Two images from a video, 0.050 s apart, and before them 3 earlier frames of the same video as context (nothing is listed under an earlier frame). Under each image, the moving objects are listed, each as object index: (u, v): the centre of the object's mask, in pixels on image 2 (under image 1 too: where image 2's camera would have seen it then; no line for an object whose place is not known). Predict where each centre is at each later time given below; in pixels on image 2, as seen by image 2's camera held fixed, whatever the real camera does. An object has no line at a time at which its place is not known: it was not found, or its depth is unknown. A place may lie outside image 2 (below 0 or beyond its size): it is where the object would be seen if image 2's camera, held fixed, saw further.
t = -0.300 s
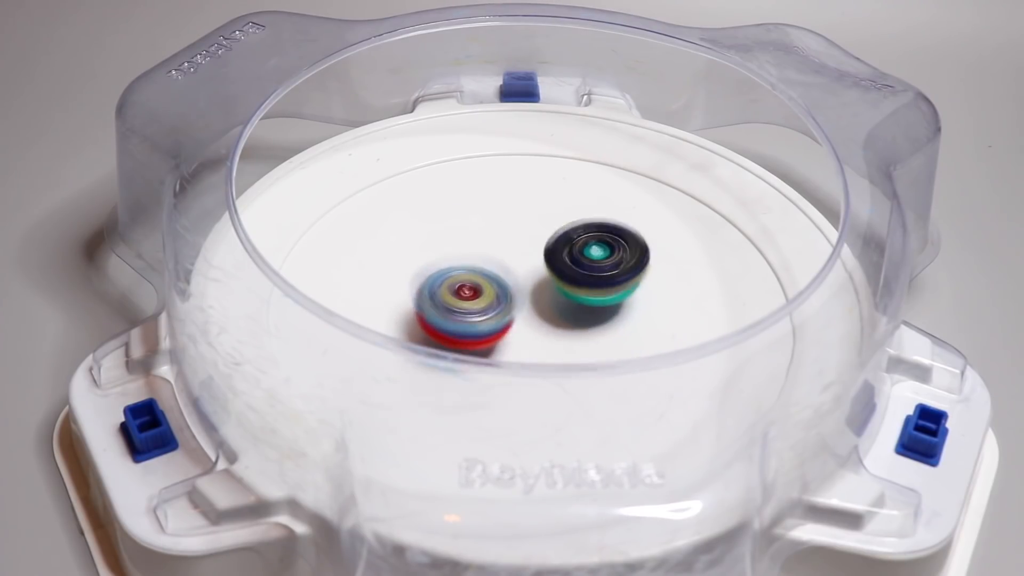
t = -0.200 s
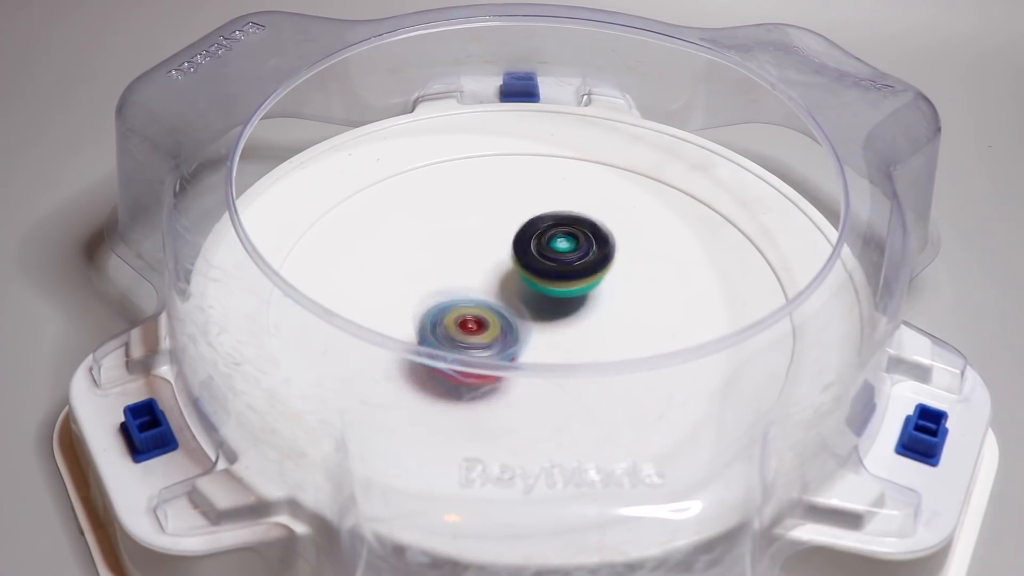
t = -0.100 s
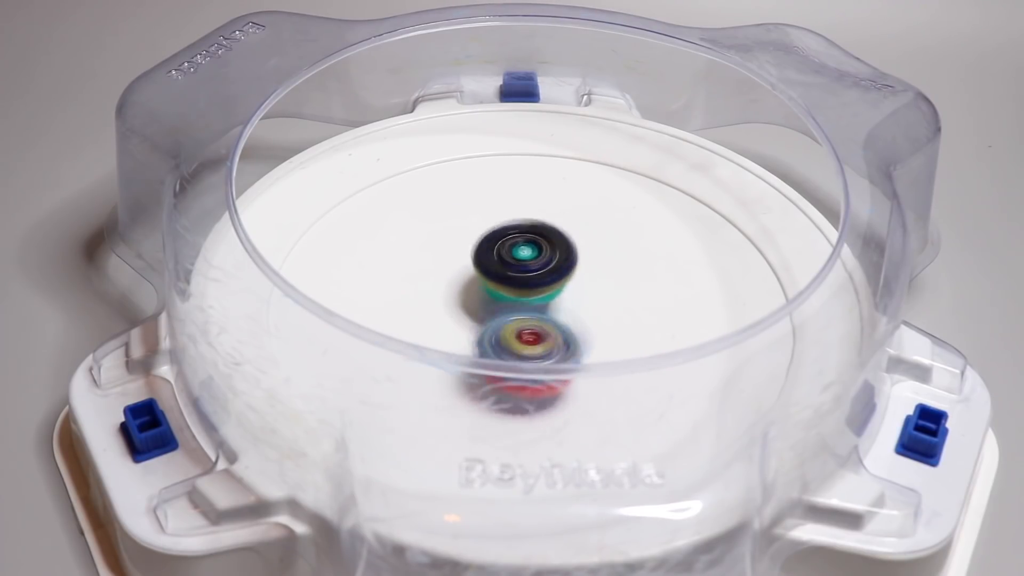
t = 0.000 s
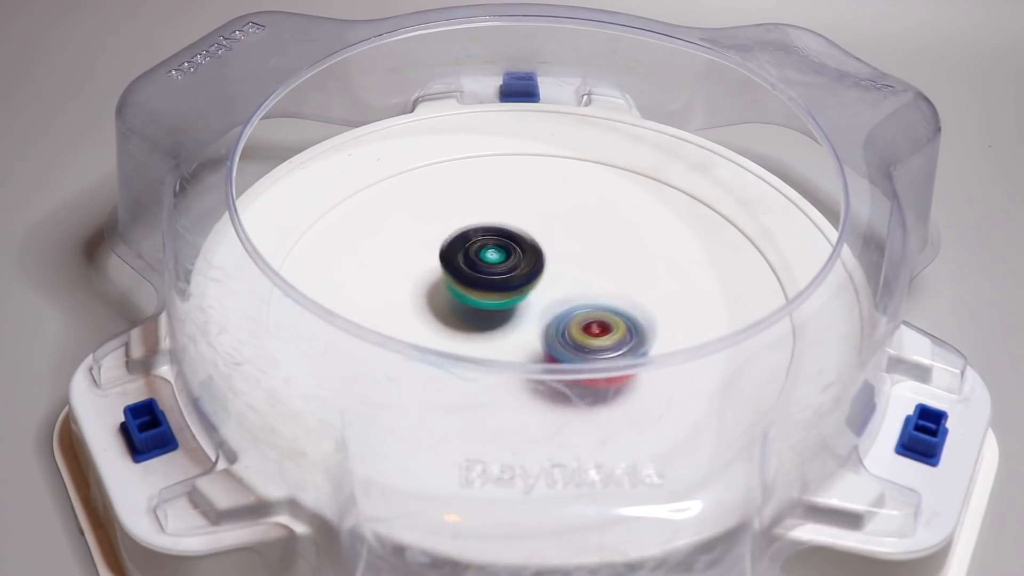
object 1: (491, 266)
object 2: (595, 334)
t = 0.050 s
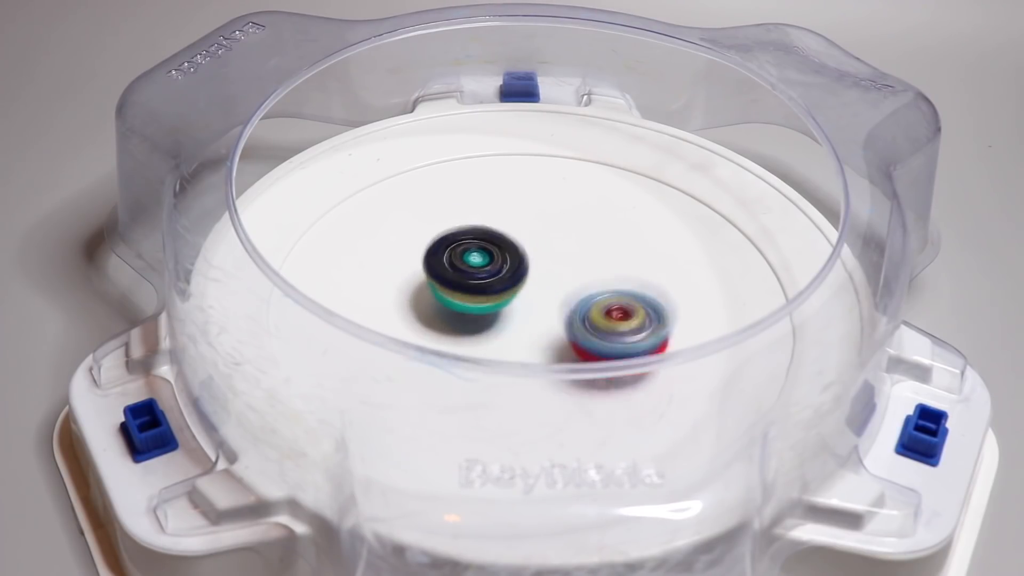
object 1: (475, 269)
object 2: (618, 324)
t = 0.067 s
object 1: (469, 272)
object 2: (622, 321)
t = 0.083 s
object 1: (466, 274)
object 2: (625, 316)
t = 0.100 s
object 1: (462, 277)
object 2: (626, 307)
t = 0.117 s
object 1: (460, 280)
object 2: (624, 300)
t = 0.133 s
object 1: (458, 284)
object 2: (620, 291)
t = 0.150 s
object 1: (456, 288)
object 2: (615, 284)
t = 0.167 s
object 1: (456, 292)
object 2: (606, 277)
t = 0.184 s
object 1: (456, 296)
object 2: (597, 271)
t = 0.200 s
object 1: (459, 299)
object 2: (586, 267)
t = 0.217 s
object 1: (462, 303)
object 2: (576, 263)
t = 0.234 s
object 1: (465, 307)
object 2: (562, 259)
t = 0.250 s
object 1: (470, 311)
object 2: (548, 256)
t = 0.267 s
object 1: (474, 313)
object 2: (537, 254)
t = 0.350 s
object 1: (497, 327)
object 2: (482, 248)
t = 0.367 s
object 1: (501, 328)
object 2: (473, 247)
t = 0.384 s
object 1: (506, 330)
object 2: (464, 249)
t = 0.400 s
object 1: (512, 331)
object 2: (456, 251)
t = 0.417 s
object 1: (519, 332)
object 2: (448, 253)
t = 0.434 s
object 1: (526, 333)
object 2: (440, 256)
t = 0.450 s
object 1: (534, 334)
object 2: (434, 262)
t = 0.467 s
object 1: (540, 335)
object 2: (430, 269)
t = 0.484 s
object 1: (547, 334)
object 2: (428, 276)
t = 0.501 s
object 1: (553, 333)
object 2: (427, 283)
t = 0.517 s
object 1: (560, 333)
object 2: (429, 292)
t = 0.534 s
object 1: (566, 332)
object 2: (433, 300)
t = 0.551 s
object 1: (572, 331)
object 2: (439, 306)
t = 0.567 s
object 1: (579, 329)
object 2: (448, 312)
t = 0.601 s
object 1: (588, 326)
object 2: (470, 322)
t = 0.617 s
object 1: (599, 323)
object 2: (476, 324)
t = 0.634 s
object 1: (611, 321)
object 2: (479, 324)
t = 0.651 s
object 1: (622, 319)
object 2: (484, 324)
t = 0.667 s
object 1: (633, 317)
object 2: (487, 325)
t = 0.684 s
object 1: (642, 314)
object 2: (492, 324)
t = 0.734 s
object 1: (660, 307)
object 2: (505, 320)
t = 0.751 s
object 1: (664, 304)
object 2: (510, 317)
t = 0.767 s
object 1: (667, 301)
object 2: (513, 313)
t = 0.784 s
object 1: (671, 297)
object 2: (516, 308)
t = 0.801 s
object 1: (673, 294)
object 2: (519, 303)
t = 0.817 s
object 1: (676, 290)
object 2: (520, 298)
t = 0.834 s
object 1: (678, 286)
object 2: (520, 293)
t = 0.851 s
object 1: (681, 283)
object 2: (520, 288)
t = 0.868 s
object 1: (682, 279)
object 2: (518, 283)
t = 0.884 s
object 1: (683, 275)
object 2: (515, 278)
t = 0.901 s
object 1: (683, 271)
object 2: (513, 274)
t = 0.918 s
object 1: (682, 266)
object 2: (510, 269)
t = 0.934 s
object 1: (681, 262)
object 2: (505, 265)
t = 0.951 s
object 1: (679, 258)
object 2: (502, 262)
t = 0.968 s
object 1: (677, 254)
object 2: (496, 259)
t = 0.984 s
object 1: (673, 251)
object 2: (491, 257)
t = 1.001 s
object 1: (669, 247)
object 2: (487, 256)
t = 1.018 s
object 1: (663, 245)
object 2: (481, 255)
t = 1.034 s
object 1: (657, 243)
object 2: (476, 256)
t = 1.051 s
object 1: (651, 241)
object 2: (472, 257)
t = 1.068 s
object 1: (644, 240)
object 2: (468, 257)
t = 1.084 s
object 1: (637, 239)
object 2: (464, 261)
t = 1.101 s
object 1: (629, 238)
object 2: (462, 264)
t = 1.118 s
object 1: (622, 238)
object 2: (460, 267)
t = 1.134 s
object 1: (614, 238)
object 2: (460, 271)
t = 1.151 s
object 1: (607, 239)
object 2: (460, 275)
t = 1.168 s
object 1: (600, 240)
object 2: (461, 279)
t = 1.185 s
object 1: (593, 240)
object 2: (464, 284)
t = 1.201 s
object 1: (585, 242)
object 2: (469, 288)
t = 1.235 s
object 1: (571, 244)
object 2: (482, 295)
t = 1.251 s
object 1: (567, 244)
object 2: (485, 299)
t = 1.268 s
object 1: (568, 243)
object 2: (481, 307)
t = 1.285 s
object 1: (569, 242)
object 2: (476, 314)
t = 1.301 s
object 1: (569, 241)
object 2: (475, 318)
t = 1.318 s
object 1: (569, 241)
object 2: (475, 321)
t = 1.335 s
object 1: (566, 241)
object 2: (476, 326)
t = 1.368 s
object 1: (559, 241)
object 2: (483, 334)
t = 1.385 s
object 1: (554, 242)
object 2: (488, 350)
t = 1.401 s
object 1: (549, 242)
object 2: (494, 357)
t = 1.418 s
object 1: (544, 244)
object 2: (504, 361)
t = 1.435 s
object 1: (538, 245)
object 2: (512, 362)
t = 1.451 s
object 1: (533, 248)
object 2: (523, 363)
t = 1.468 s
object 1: (528, 250)
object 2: (532, 380)
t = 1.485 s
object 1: (523, 253)
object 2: (546, 363)
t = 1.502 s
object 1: (519, 256)
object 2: (557, 363)
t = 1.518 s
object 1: (514, 259)
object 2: (570, 363)
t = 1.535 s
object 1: (512, 262)
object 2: (579, 360)
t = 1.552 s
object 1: (507, 266)
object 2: (588, 353)
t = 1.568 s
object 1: (505, 270)
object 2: (594, 337)
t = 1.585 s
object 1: (502, 274)
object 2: (600, 334)
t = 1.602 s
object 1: (501, 278)
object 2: (604, 329)
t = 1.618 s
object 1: (498, 282)
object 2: (605, 324)
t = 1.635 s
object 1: (496, 286)
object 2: (608, 318)
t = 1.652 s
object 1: (493, 289)
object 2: (609, 311)
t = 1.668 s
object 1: (491, 292)
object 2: (608, 304)
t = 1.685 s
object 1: (489, 295)
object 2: (606, 296)
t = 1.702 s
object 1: (487, 299)
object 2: (602, 288)
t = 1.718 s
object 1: (486, 302)
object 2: (597, 281)
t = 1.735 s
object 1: (485, 306)
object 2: (588, 276)
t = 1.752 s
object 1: (484, 309)
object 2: (582, 269)
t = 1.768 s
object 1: (484, 313)
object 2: (571, 265)
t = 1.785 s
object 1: (485, 315)
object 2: (560, 261)
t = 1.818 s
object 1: (487, 321)
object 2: (538, 256)
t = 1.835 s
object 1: (488, 323)
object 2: (527, 255)
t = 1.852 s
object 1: (492, 325)
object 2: (514, 254)
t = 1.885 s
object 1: (498, 328)
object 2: (491, 257)
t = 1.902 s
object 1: (501, 330)
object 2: (479, 261)
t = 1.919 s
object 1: (506, 331)
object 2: (470, 265)
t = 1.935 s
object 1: (510, 332)
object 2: (460, 270)
